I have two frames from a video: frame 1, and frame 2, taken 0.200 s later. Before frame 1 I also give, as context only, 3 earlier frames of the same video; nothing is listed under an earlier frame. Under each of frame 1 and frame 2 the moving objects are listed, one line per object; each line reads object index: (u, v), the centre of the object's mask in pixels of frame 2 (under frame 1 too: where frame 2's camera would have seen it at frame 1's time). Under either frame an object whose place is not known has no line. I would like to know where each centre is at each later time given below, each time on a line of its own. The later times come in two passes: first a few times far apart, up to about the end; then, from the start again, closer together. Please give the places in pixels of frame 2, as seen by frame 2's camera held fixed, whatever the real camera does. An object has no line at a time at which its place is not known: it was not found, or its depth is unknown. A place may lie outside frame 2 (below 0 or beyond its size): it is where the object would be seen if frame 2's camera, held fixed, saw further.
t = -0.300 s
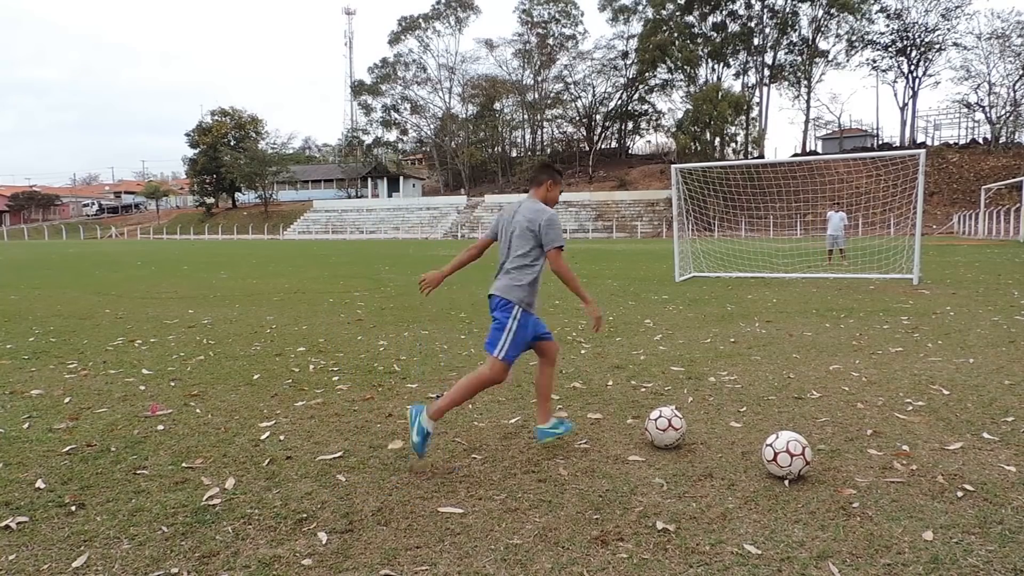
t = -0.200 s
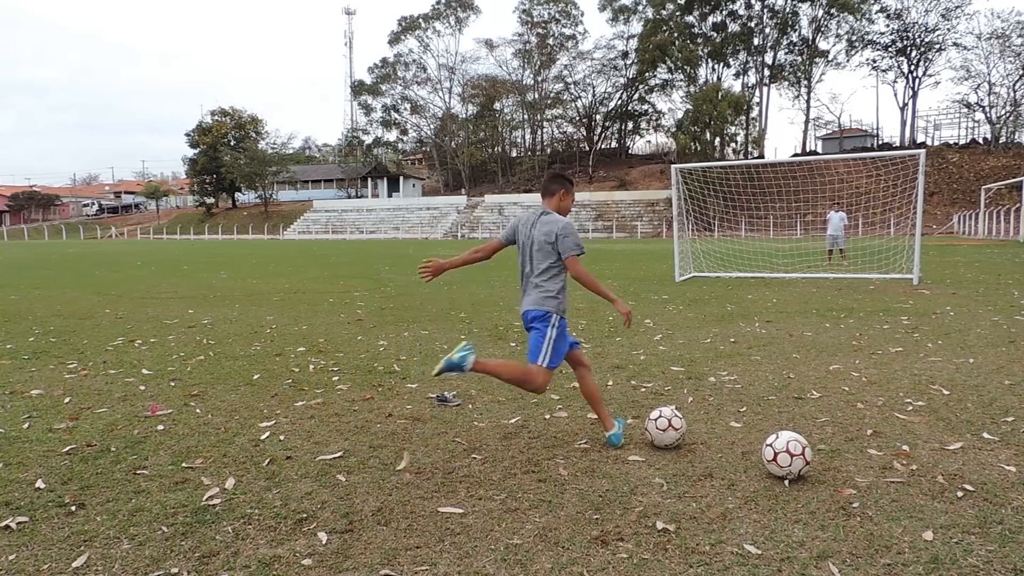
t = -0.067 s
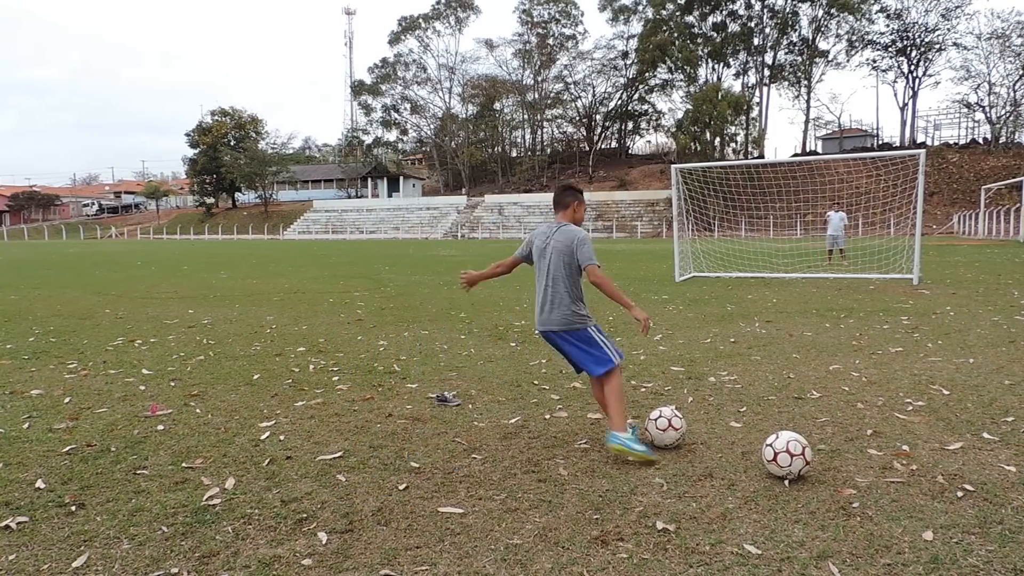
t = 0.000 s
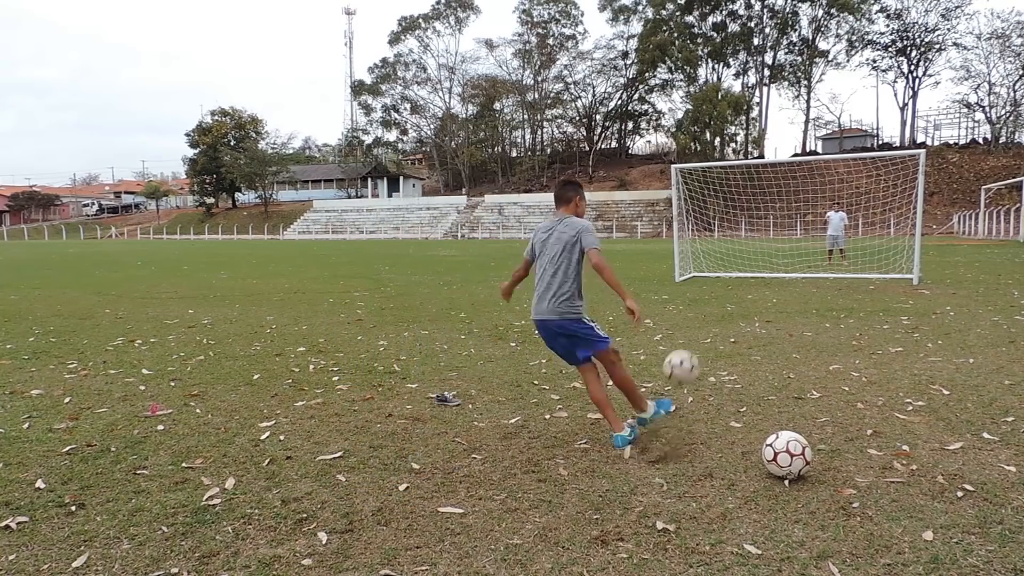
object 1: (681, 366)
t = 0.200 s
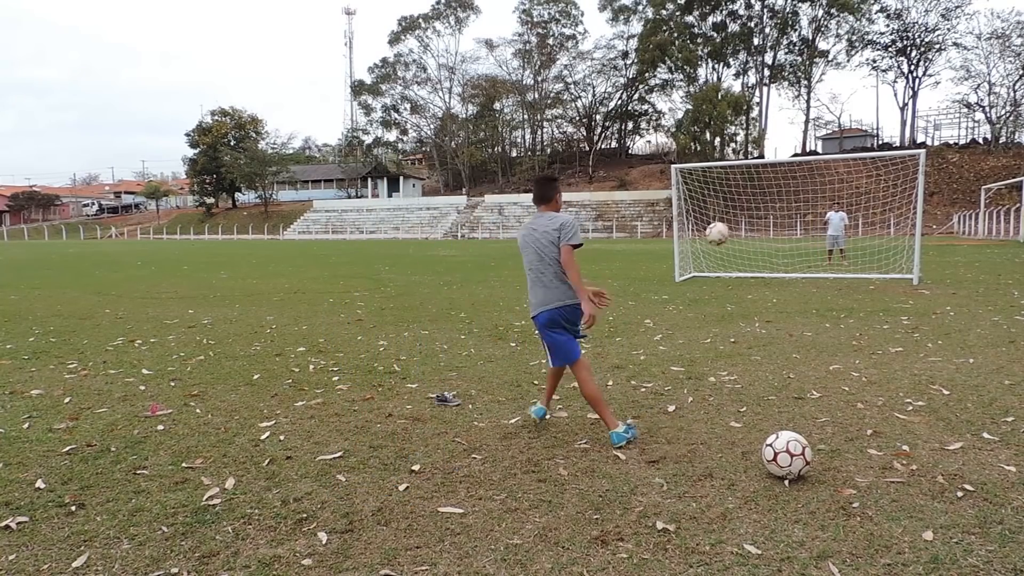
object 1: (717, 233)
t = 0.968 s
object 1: (752, 264)
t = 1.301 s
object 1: (757, 265)
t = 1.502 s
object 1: (746, 271)
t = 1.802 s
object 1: (742, 273)
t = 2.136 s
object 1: (741, 273)
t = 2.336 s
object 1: (741, 273)
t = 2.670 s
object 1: (740, 273)
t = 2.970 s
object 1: (741, 273)
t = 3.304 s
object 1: (740, 273)
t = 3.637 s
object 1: (740, 273)
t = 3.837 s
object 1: (740, 273)
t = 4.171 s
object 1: (740, 273)
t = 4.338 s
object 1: (740, 273)
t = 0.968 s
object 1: (752, 264)
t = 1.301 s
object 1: (757, 265)
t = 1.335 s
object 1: (754, 266)
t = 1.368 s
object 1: (751, 269)
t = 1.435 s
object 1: (748, 273)
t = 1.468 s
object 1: (747, 272)
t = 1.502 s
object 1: (746, 271)
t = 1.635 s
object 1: (745, 273)
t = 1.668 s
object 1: (744, 273)
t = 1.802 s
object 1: (742, 273)
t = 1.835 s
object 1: (742, 273)
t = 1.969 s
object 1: (741, 273)
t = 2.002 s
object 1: (741, 273)
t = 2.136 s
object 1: (741, 273)
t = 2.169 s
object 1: (741, 273)
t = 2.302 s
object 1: (741, 273)
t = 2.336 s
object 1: (741, 273)
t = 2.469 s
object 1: (741, 273)
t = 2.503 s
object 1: (741, 273)
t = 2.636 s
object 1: (741, 273)
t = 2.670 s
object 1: (740, 273)
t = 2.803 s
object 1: (741, 273)
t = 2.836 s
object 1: (741, 273)
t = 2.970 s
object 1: (741, 273)
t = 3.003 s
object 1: (741, 273)
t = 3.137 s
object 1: (740, 273)
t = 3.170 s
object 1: (740, 273)
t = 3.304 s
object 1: (740, 273)
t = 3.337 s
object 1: (740, 273)
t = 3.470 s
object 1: (740, 273)
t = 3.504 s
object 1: (740, 273)
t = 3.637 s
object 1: (740, 273)
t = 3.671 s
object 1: (740, 273)
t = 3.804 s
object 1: (740, 273)
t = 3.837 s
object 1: (740, 273)
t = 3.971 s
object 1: (740, 273)
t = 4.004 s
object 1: (740, 273)
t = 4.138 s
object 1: (740, 273)
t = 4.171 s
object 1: (740, 273)
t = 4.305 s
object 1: (740, 273)
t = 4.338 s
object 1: (740, 273)
